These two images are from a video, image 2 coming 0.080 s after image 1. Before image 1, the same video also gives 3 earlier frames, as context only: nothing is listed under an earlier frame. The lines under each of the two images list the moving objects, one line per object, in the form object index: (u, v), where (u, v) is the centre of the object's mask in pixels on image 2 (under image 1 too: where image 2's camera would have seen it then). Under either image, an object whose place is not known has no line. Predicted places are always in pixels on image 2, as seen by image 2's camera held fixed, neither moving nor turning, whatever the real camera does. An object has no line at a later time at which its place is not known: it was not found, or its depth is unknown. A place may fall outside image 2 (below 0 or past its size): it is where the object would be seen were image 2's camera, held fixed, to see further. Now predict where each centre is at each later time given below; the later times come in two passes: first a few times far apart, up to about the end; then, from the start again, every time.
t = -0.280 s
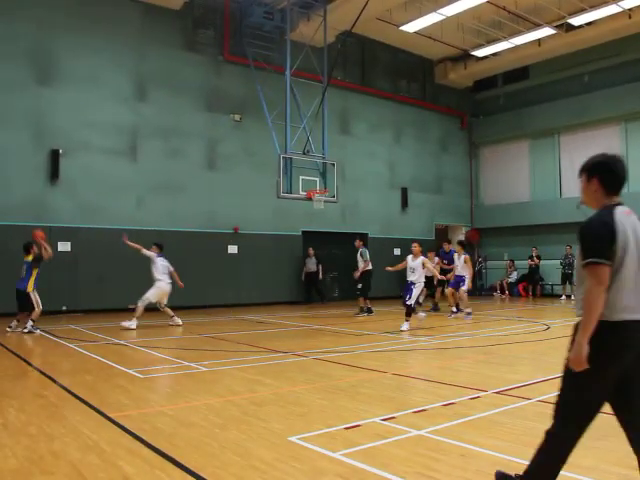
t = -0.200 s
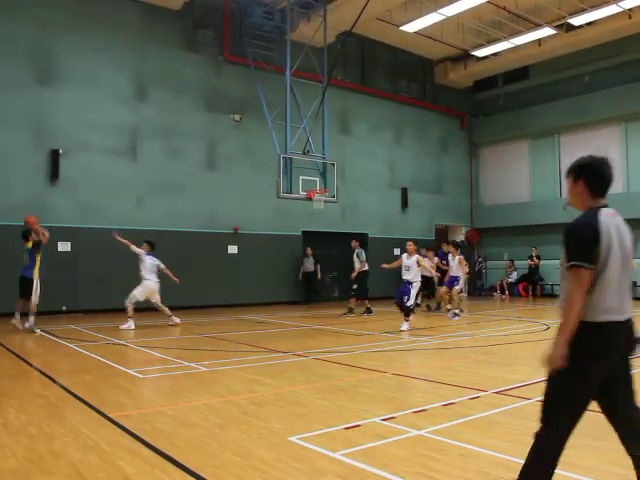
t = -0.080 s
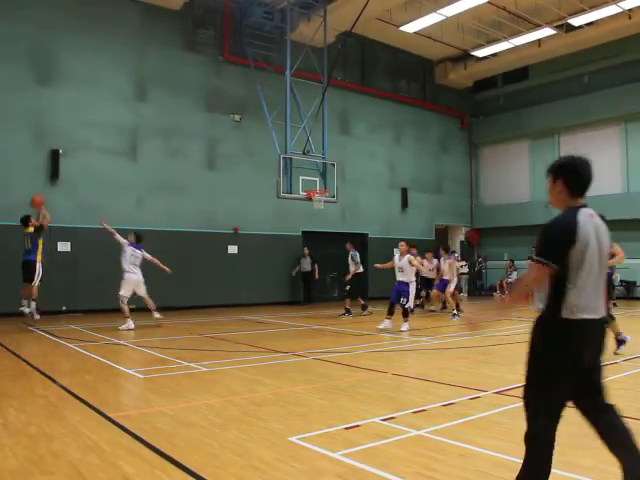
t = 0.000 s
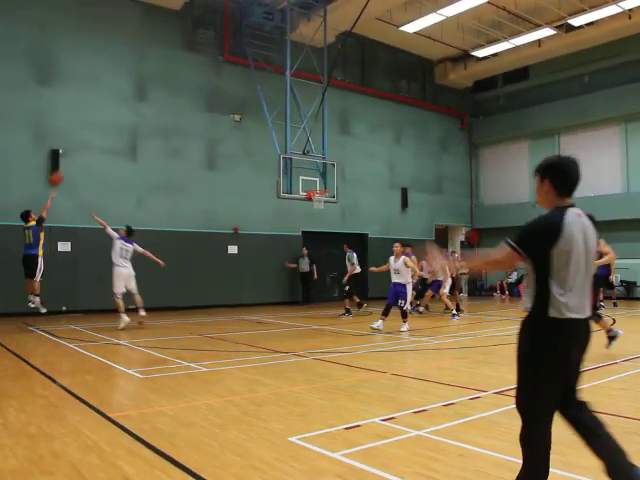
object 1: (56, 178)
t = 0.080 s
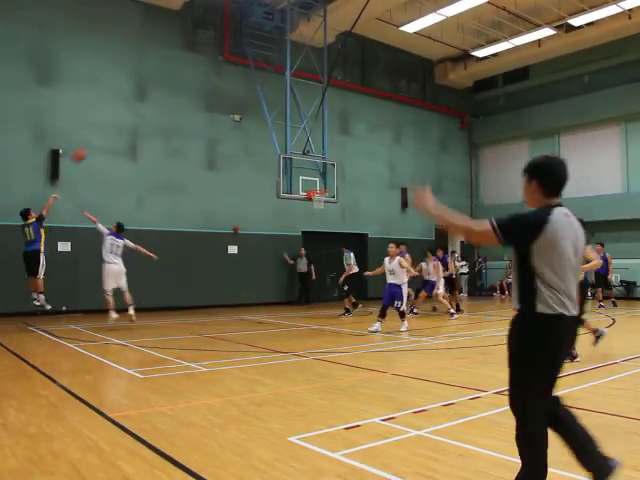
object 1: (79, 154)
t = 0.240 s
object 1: (122, 122)
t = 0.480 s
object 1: (181, 101)
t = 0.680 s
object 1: (223, 104)
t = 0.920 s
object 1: (268, 127)
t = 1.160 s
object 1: (309, 172)
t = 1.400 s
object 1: (326, 207)
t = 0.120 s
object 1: (90, 145)
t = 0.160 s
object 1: (102, 136)
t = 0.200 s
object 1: (112, 129)
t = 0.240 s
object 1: (122, 122)
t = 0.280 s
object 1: (133, 117)
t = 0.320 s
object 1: (143, 112)
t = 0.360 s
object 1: (153, 108)
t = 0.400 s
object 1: (162, 105)
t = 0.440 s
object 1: (171, 103)
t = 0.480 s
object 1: (181, 101)
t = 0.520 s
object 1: (189, 100)
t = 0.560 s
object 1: (199, 100)
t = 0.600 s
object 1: (206, 101)
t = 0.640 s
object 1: (215, 102)
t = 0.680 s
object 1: (223, 104)
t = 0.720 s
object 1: (231, 106)
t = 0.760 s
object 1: (239, 109)
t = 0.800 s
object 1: (246, 113)
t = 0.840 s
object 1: (254, 117)
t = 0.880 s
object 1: (261, 122)
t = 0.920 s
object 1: (268, 127)
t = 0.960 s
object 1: (275, 134)
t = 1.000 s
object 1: (281, 140)
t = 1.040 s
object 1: (289, 148)
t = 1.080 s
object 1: (295, 155)
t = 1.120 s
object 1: (302, 163)
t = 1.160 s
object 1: (309, 172)
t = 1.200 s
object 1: (314, 182)
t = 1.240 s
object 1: (318, 190)
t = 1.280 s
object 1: (323, 200)
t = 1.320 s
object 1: (326, 202)
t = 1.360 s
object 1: (325, 204)
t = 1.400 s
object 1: (326, 207)
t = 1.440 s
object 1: (325, 212)
